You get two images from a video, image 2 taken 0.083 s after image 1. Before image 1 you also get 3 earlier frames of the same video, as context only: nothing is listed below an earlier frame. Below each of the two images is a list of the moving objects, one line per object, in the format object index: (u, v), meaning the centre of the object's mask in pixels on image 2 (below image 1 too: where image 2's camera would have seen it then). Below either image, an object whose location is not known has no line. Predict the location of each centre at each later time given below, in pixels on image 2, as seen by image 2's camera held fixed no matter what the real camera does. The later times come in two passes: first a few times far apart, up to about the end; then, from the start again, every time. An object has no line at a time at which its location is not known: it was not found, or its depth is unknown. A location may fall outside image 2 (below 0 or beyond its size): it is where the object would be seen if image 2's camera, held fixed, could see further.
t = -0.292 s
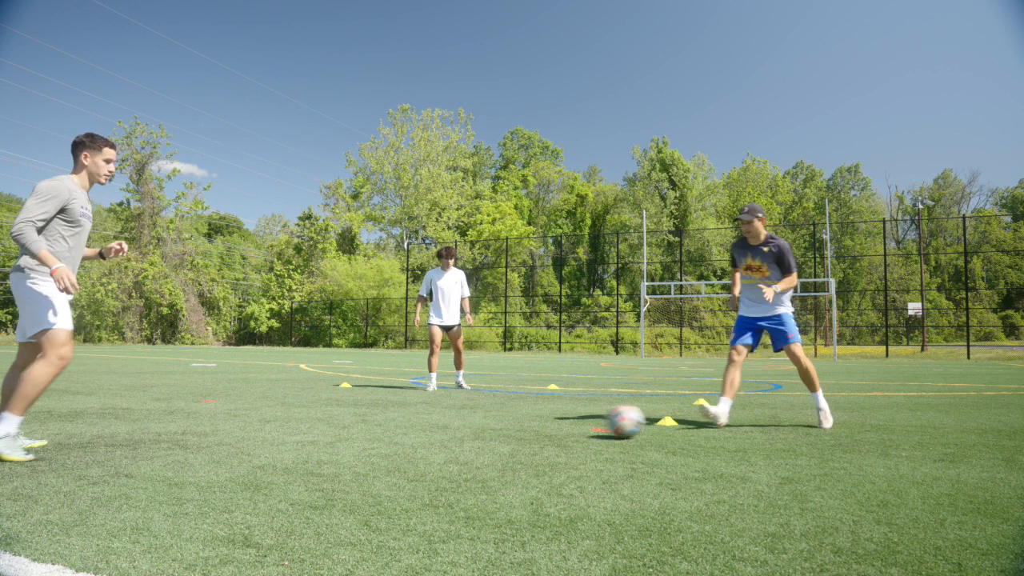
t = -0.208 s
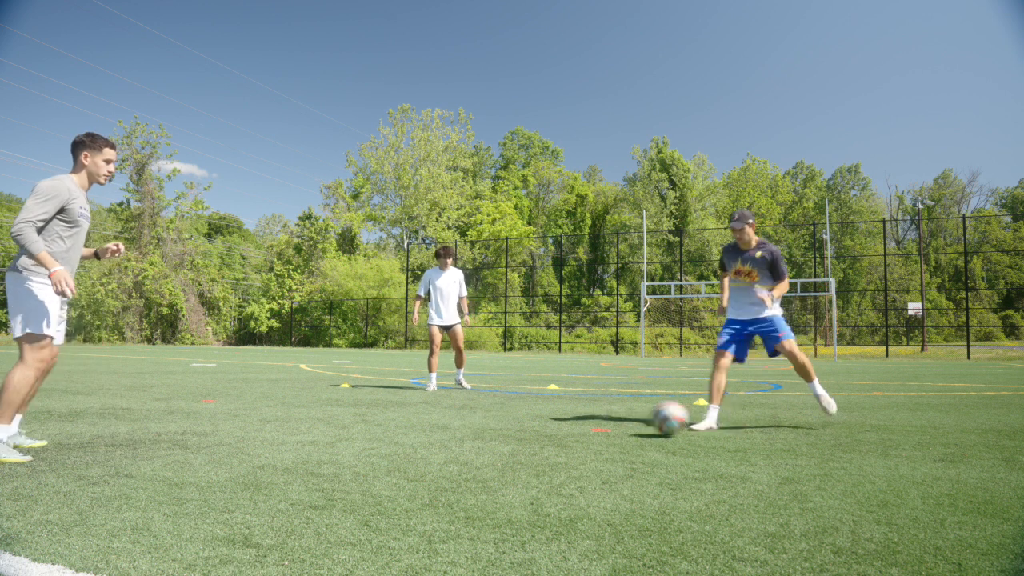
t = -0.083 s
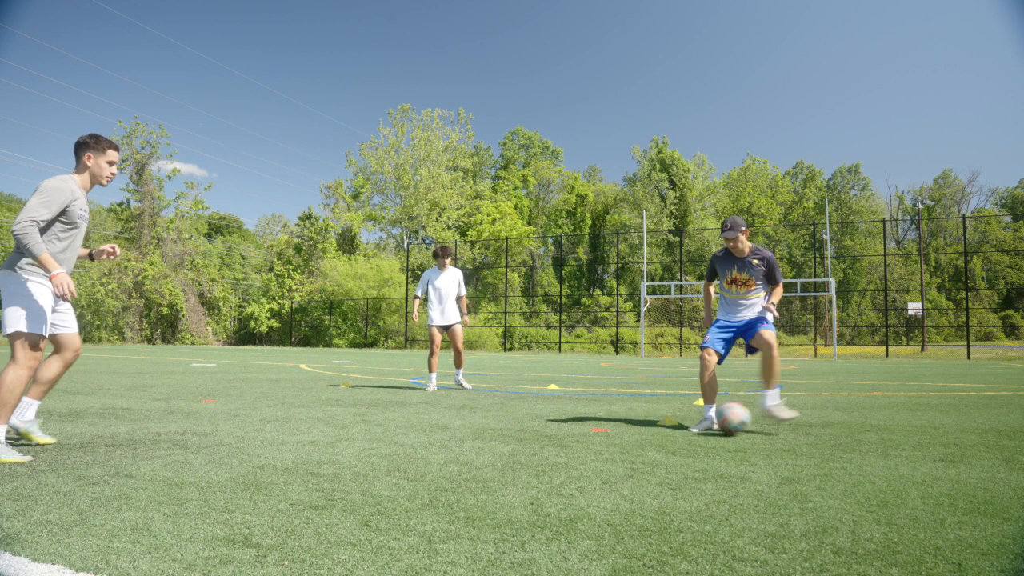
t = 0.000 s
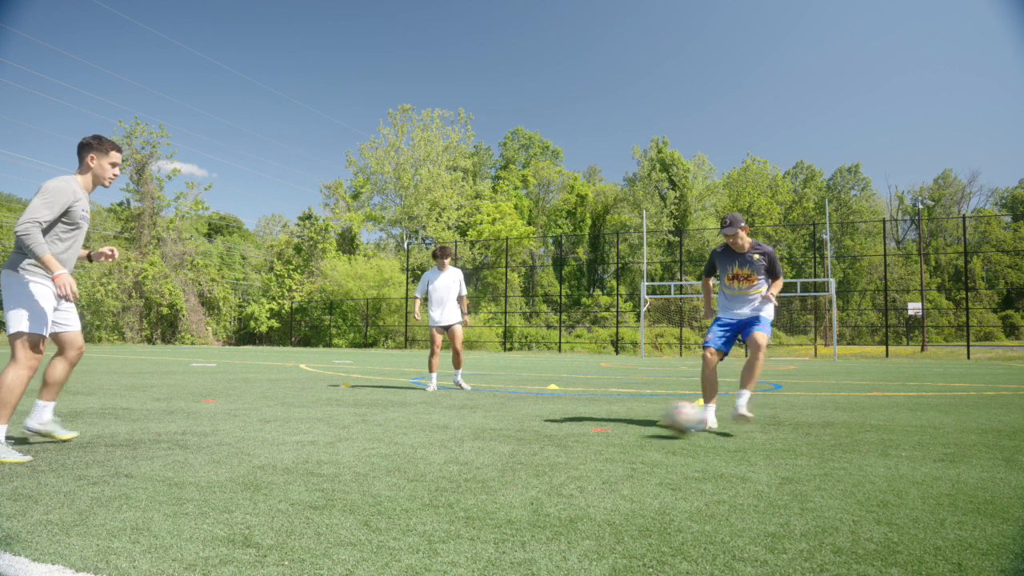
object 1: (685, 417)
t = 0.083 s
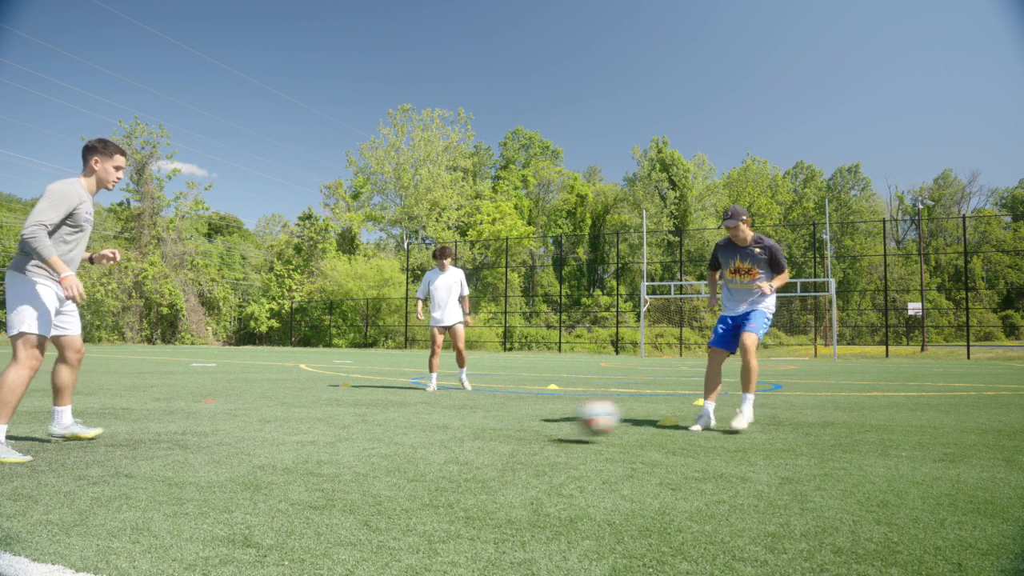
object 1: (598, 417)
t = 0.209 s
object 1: (455, 427)
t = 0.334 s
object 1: (314, 431)
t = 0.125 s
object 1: (551, 422)
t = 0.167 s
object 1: (504, 427)
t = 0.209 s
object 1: (455, 427)
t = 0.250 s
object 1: (409, 427)
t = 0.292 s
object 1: (359, 431)
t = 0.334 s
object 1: (314, 431)
